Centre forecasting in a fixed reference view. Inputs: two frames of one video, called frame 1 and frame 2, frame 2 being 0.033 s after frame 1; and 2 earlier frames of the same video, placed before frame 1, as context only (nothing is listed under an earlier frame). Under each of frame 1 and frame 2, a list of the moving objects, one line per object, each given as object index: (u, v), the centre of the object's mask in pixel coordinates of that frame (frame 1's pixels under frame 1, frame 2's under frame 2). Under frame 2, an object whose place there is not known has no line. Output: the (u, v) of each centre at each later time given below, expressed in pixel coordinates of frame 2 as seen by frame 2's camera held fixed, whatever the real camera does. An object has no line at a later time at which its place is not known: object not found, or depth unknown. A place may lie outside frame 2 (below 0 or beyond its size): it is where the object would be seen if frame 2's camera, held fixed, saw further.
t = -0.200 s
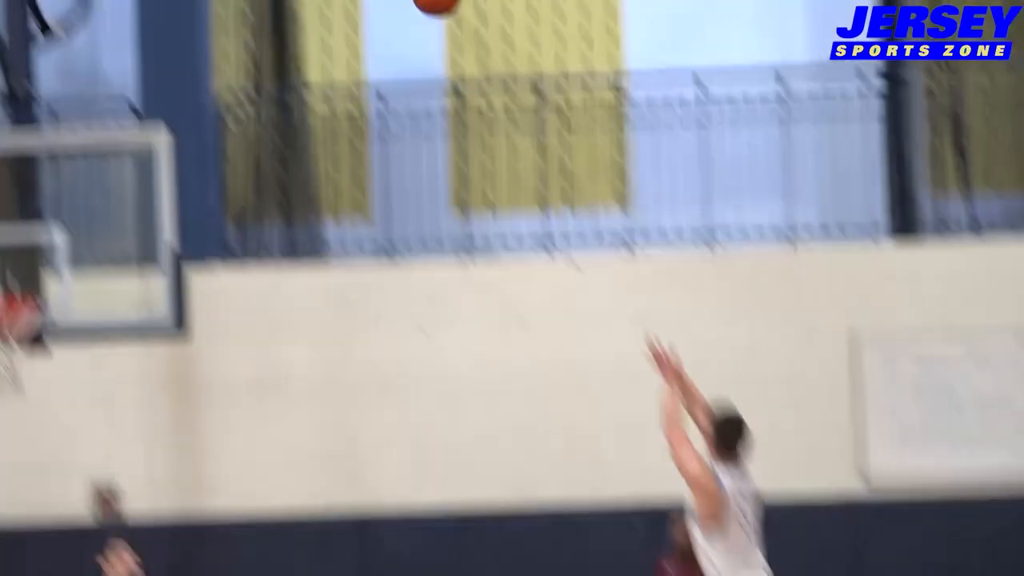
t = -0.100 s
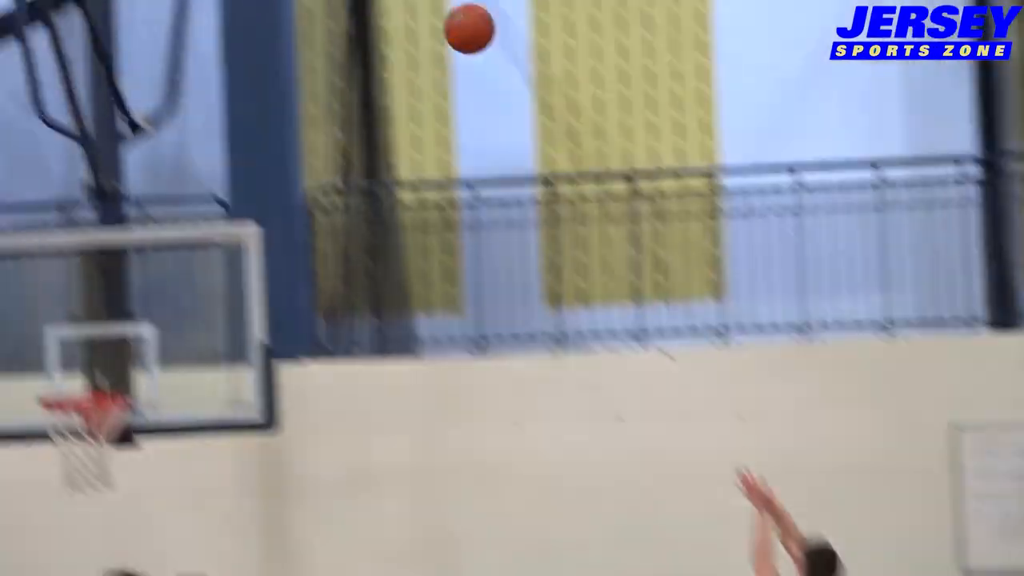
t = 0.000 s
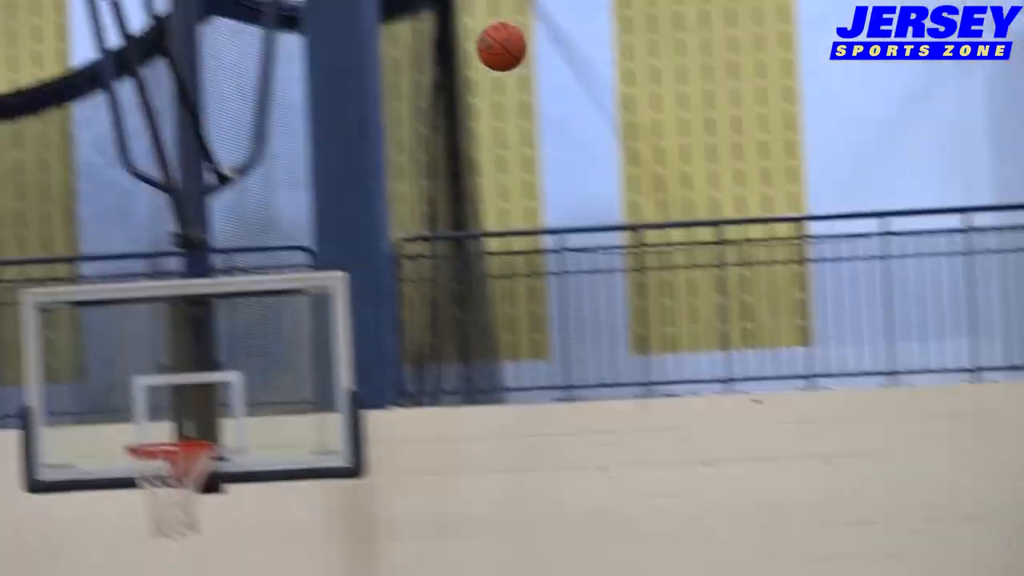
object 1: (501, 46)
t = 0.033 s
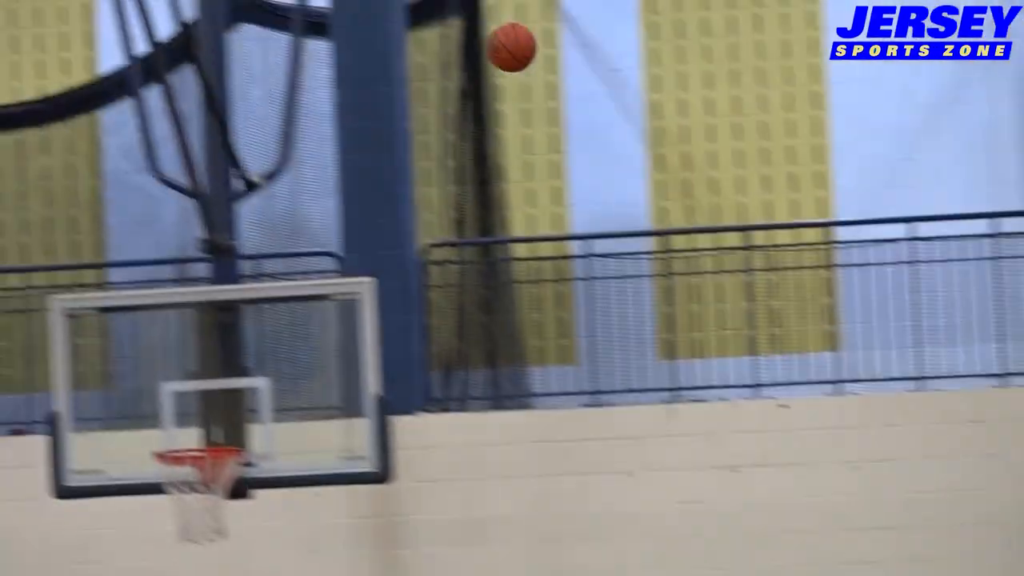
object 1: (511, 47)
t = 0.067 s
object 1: (496, 44)
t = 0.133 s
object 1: (469, 44)
